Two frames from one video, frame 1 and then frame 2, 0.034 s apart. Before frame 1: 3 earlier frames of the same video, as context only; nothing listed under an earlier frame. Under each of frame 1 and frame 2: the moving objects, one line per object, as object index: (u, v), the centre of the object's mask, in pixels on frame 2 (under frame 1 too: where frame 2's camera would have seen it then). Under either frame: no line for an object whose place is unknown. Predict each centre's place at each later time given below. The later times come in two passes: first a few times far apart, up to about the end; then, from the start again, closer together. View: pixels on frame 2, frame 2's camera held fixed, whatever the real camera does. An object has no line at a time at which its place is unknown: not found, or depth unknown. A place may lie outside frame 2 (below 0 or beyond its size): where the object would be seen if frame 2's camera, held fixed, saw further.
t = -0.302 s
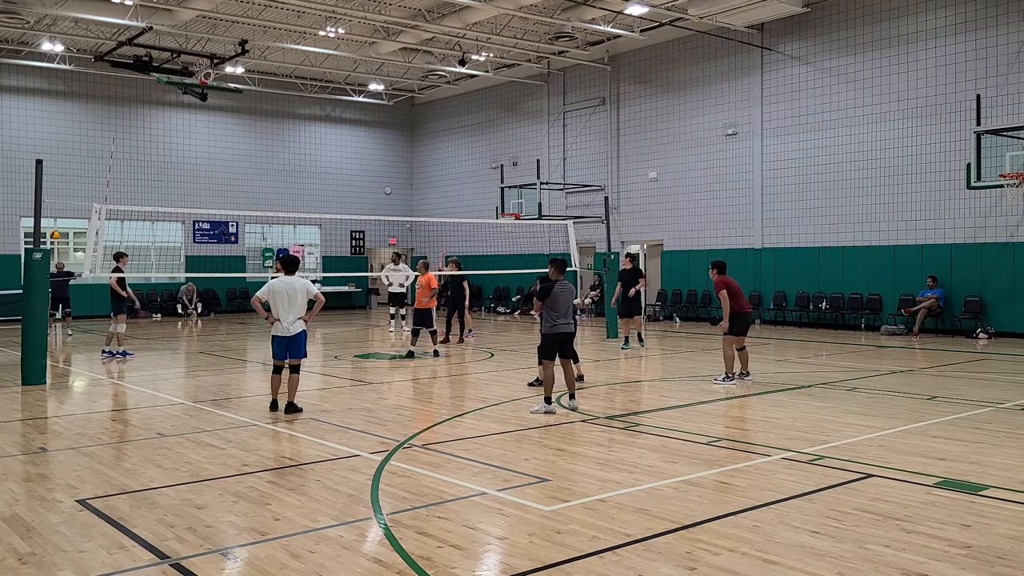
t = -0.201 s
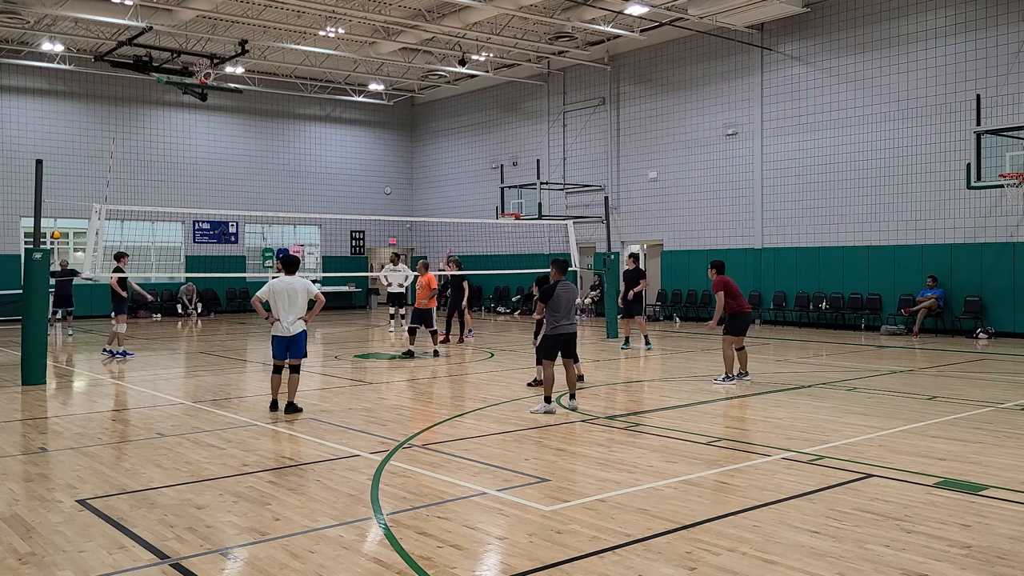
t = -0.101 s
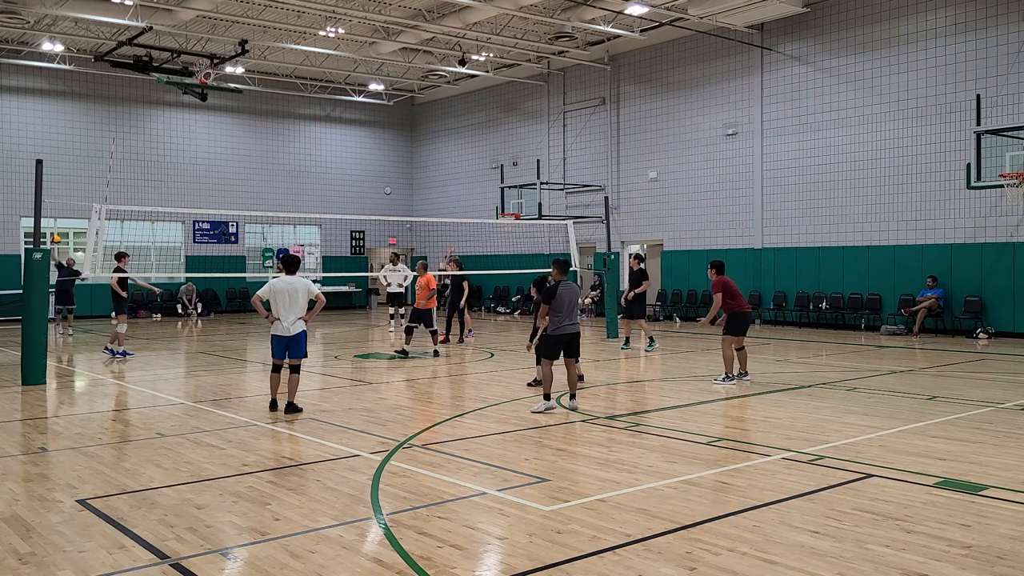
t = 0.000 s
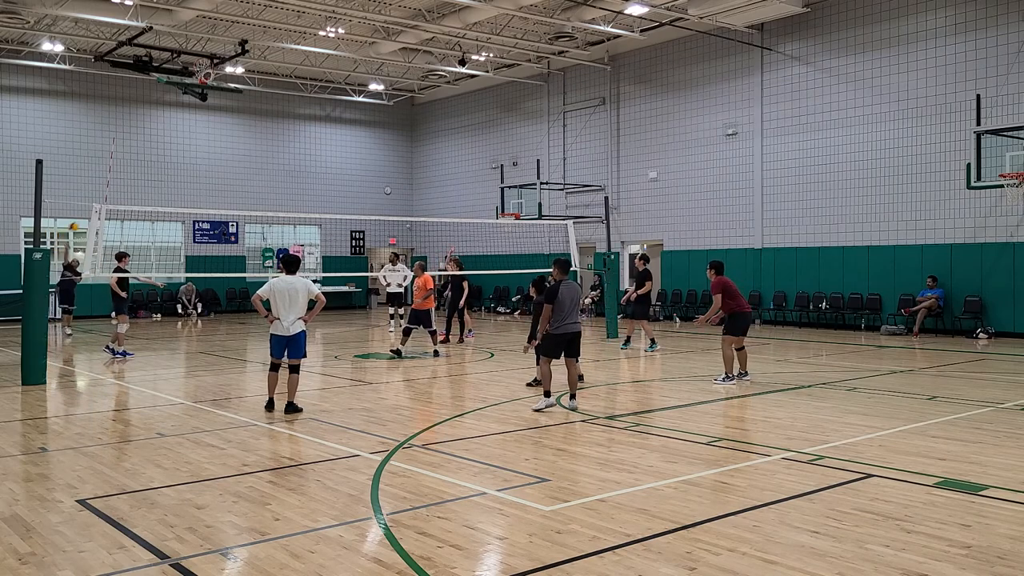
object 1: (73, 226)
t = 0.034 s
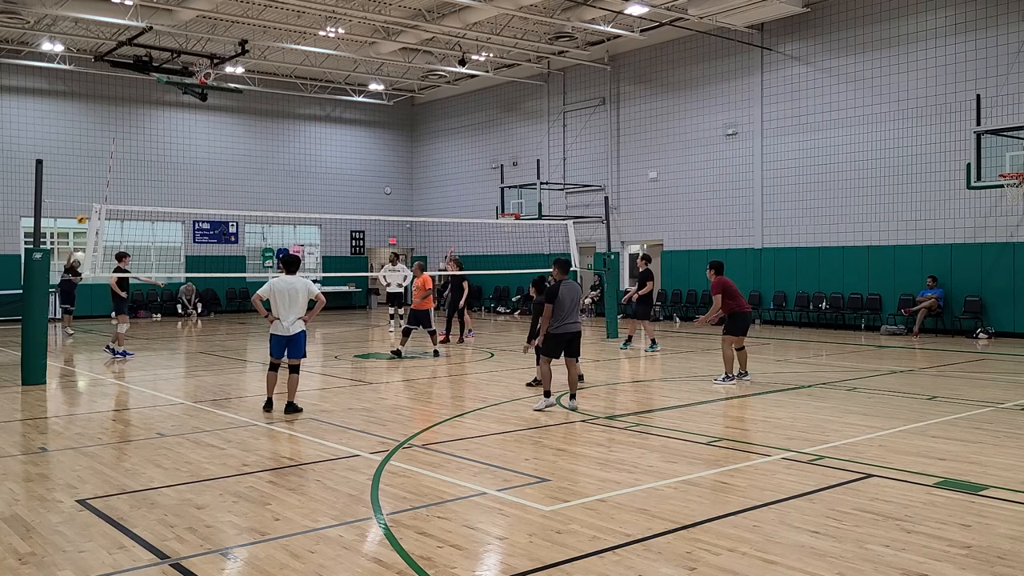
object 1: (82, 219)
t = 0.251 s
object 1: (142, 185)
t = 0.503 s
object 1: (229, 173)
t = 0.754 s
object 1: (340, 202)
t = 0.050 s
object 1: (85, 216)
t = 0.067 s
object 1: (88, 213)
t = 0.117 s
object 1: (105, 200)
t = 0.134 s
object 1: (109, 201)
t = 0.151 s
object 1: (112, 200)
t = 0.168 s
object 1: (117, 198)
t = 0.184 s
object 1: (122, 194)
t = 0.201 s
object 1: (127, 192)
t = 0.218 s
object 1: (132, 189)
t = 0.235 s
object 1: (136, 187)
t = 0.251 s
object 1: (142, 185)
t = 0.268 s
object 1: (147, 182)
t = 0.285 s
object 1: (152, 181)
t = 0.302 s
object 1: (158, 179)
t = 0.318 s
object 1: (164, 177)
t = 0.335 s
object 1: (169, 177)
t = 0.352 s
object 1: (174, 176)
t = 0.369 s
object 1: (180, 175)
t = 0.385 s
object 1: (186, 174)
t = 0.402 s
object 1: (192, 173)
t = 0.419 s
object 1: (198, 172)
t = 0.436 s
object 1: (204, 172)
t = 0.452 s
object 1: (211, 172)
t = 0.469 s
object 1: (217, 172)
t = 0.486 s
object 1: (223, 172)
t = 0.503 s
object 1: (229, 173)
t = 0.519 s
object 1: (235, 173)
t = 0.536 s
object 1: (241, 174)
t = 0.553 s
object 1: (248, 175)
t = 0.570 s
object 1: (255, 177)
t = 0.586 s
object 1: (262, 178)
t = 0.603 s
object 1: (270, 179)
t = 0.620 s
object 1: (277, 181)
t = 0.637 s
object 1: (284, 183)
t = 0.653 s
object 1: (292, 184)
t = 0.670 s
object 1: (300, 187)
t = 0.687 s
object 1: (307, 190)
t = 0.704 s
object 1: (315, 192)
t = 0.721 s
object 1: (323, 196)
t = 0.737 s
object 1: (332, 198)
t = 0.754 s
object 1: (340, 202)
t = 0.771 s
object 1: (348, 206)
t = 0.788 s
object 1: (356, 209)
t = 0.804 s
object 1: (365, 213)
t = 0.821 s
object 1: (374, 218)
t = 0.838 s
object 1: (382, 223)
